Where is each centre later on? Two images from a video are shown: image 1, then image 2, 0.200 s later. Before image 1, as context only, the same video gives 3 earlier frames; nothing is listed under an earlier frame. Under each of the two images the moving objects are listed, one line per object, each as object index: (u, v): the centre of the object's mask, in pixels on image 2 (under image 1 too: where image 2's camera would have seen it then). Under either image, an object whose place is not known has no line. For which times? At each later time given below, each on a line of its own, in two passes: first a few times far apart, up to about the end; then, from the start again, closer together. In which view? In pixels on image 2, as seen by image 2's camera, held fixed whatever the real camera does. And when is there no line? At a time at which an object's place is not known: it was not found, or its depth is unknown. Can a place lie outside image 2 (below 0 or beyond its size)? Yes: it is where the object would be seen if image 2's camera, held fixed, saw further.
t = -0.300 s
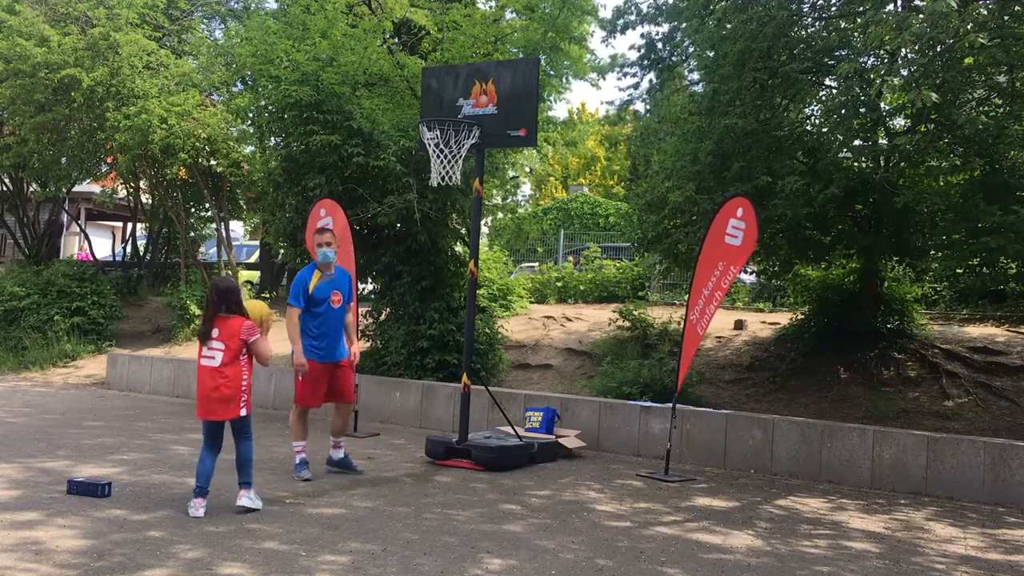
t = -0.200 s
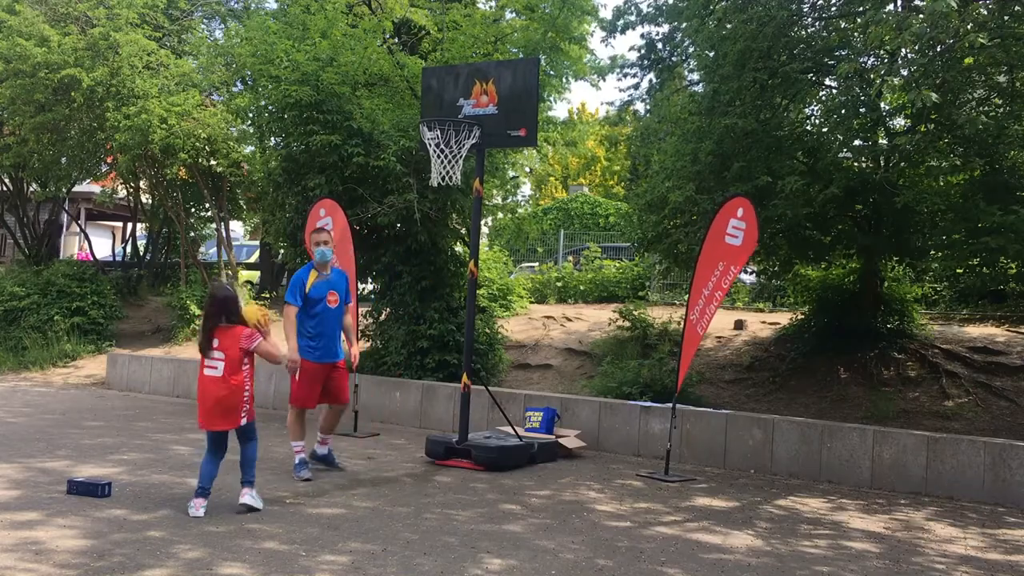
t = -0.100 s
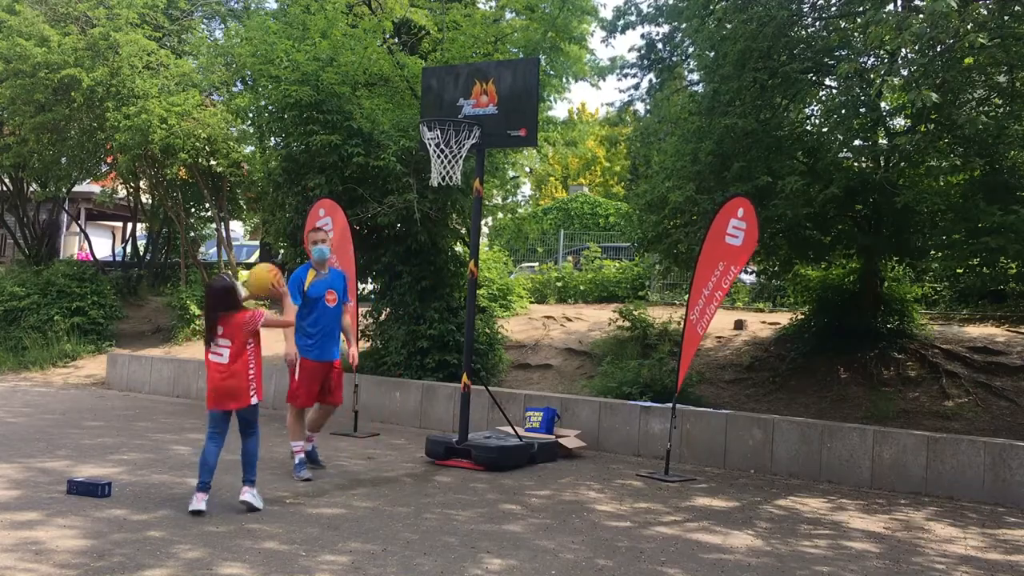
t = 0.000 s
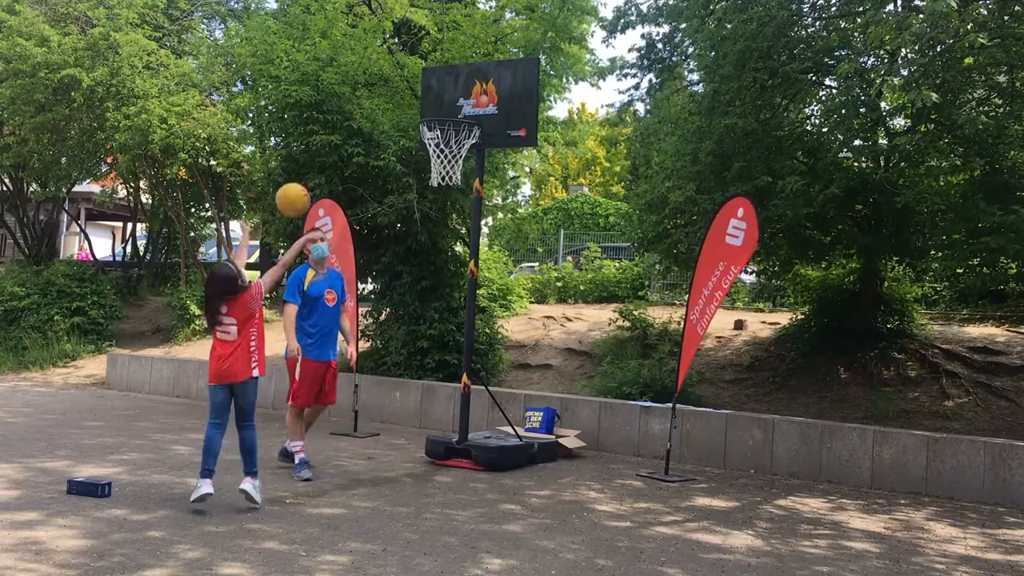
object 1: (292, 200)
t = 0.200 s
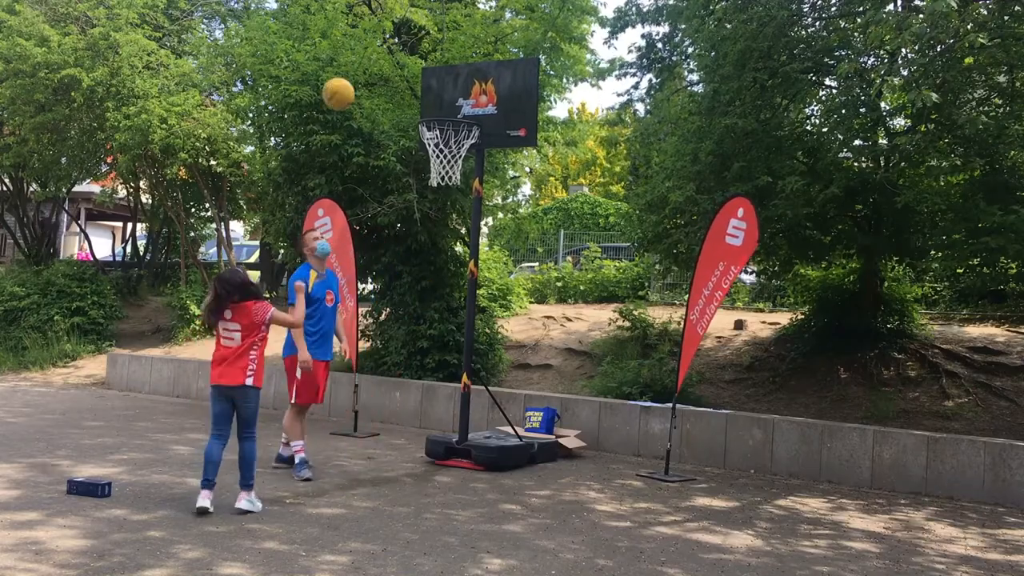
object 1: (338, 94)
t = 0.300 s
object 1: (356, 67)
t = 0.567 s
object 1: (393, 66)
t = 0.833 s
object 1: (418, 152)
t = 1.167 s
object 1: (438, 354)
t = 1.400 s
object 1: (446, 367)
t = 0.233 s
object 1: (344, 83)
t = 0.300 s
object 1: (356, 67)
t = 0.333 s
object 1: (361, 61)
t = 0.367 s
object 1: (366, 57)
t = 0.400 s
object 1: (371, 55)
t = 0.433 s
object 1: (376, 55)
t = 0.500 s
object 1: (385, 57)
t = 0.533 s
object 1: (389, 61)
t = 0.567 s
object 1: (393, 66)
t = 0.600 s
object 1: (397, 72)
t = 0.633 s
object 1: (401, 80)
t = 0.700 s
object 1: (407, 99)
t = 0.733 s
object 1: (411, 110)
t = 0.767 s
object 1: (412, 122)
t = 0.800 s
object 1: (416, 137)
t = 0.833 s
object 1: (418, 152)
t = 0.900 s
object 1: (423, 184)
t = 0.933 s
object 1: (426, 202)
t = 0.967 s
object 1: (428, 221)
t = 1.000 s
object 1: (430, 242)
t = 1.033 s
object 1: (432, 262)
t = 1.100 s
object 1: (435, 307)
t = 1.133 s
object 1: (437, 330)
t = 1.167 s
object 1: (438, 354)
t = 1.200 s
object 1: (439, 379)
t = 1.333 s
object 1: (444, 406)
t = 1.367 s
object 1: (445, 385)
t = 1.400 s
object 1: (446, 367)
